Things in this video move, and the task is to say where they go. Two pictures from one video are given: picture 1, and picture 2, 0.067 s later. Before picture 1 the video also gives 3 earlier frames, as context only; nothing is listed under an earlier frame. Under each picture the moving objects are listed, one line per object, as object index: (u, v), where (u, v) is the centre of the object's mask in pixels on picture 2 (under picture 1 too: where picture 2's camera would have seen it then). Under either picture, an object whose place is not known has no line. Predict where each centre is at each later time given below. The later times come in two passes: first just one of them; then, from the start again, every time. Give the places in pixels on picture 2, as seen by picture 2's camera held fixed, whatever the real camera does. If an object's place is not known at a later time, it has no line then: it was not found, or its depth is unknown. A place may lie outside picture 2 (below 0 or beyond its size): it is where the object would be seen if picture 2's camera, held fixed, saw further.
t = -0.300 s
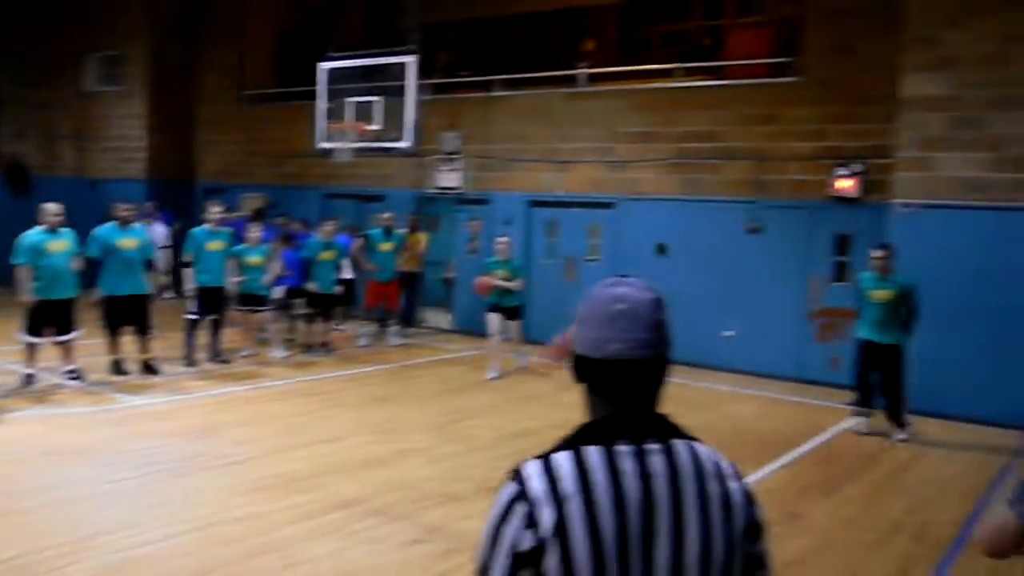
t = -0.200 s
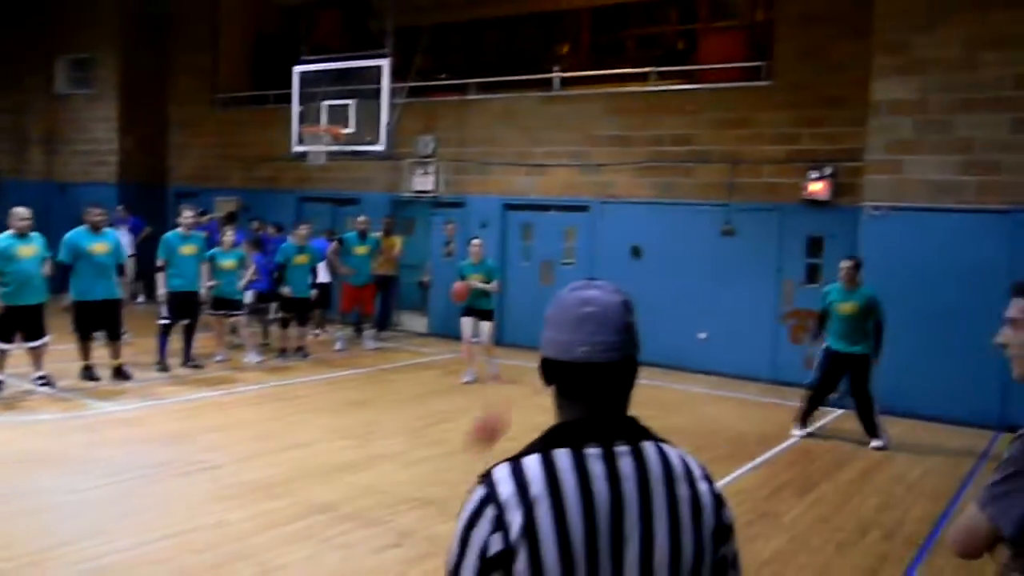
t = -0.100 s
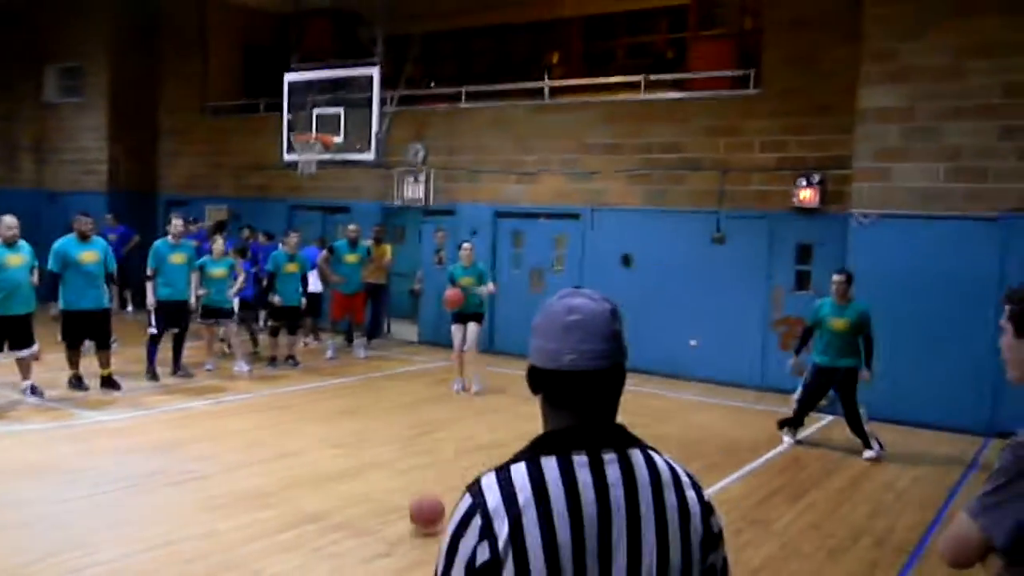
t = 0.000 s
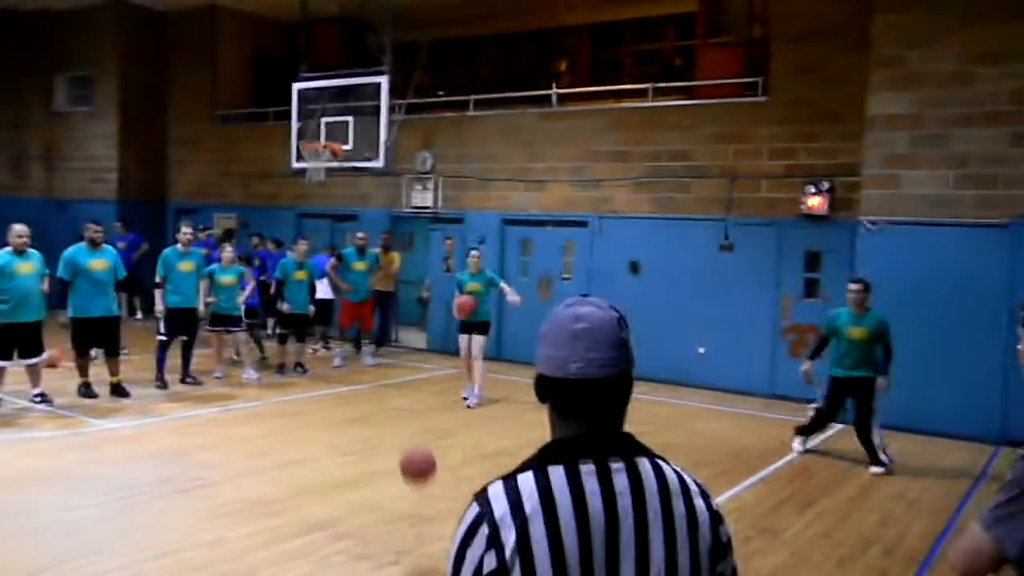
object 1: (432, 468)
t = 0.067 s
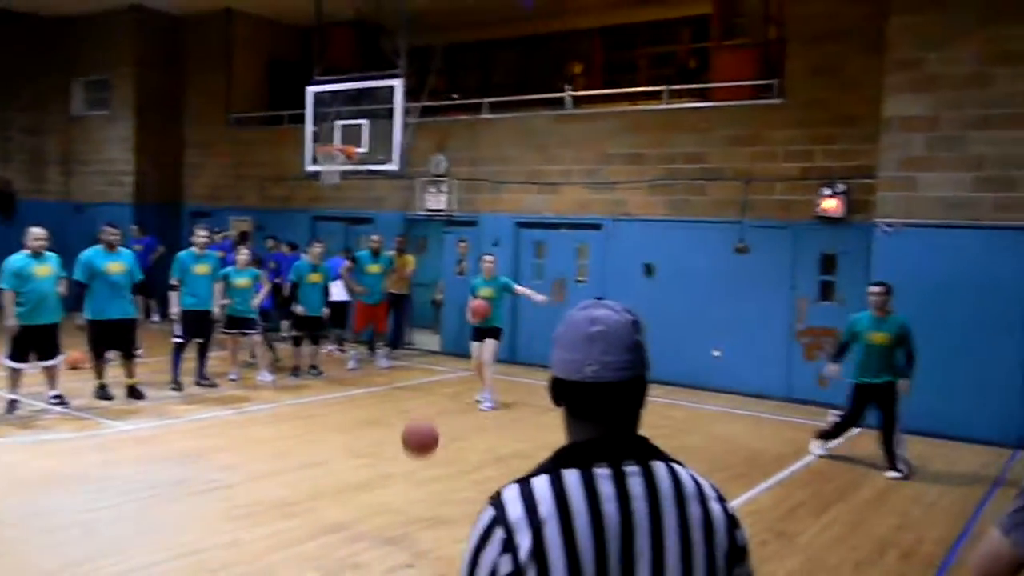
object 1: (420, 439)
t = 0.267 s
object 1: (379, 391)
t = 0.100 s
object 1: (414, 427)
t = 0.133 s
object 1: (407, 417)
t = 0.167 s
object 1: (400, 408)
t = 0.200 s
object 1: (393, 401)
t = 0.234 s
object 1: (386, 397)
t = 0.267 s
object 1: (379, 391)
